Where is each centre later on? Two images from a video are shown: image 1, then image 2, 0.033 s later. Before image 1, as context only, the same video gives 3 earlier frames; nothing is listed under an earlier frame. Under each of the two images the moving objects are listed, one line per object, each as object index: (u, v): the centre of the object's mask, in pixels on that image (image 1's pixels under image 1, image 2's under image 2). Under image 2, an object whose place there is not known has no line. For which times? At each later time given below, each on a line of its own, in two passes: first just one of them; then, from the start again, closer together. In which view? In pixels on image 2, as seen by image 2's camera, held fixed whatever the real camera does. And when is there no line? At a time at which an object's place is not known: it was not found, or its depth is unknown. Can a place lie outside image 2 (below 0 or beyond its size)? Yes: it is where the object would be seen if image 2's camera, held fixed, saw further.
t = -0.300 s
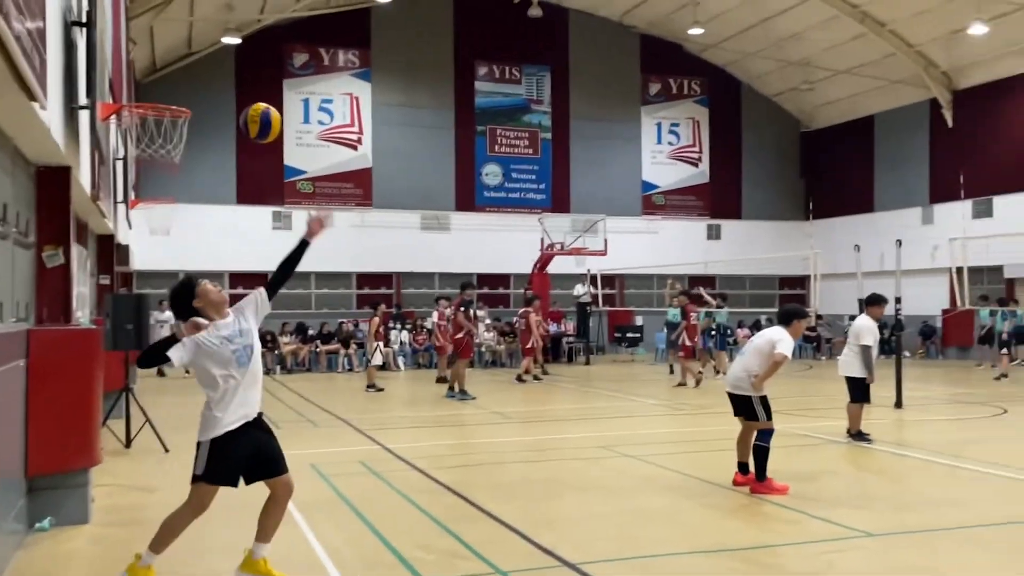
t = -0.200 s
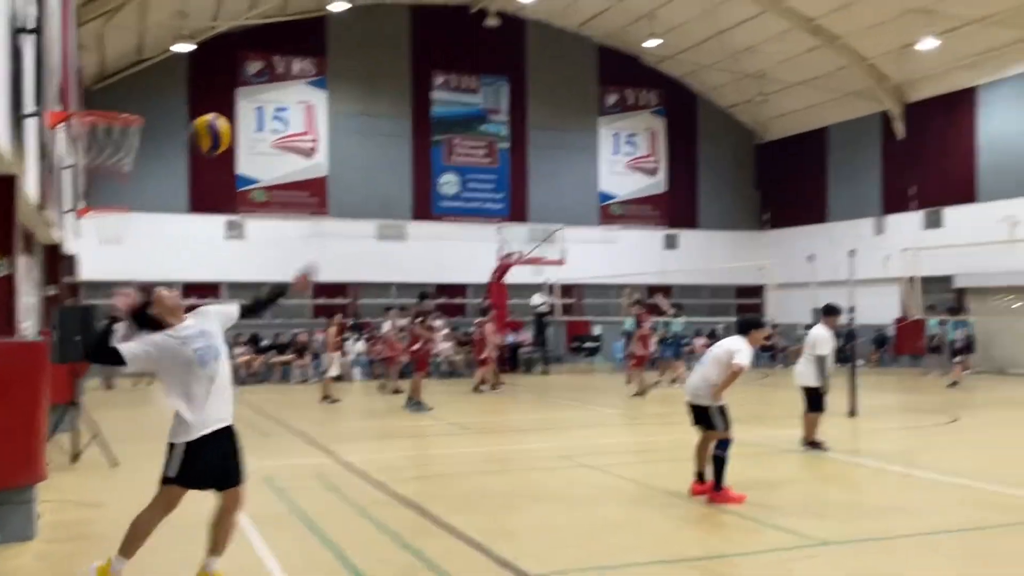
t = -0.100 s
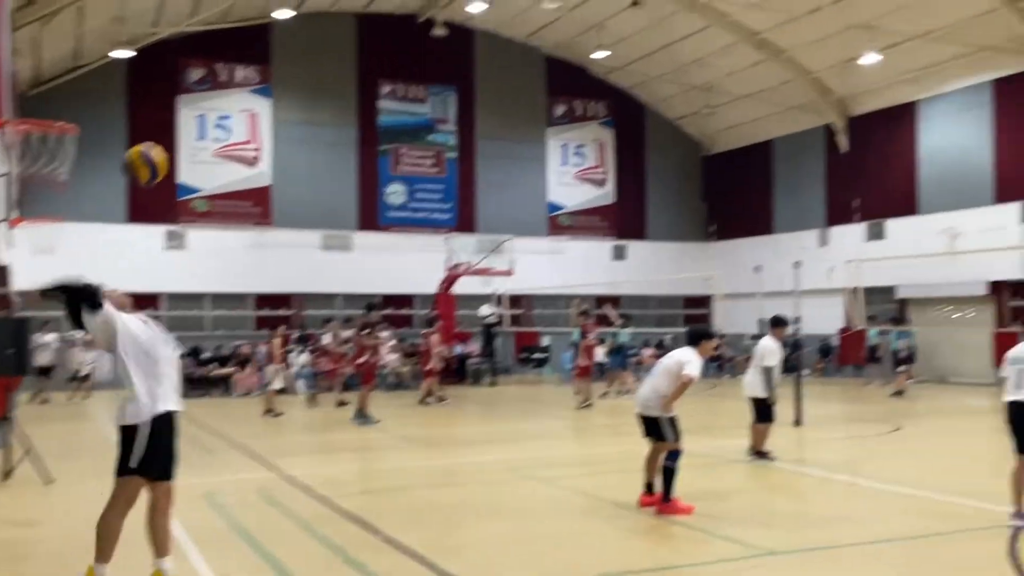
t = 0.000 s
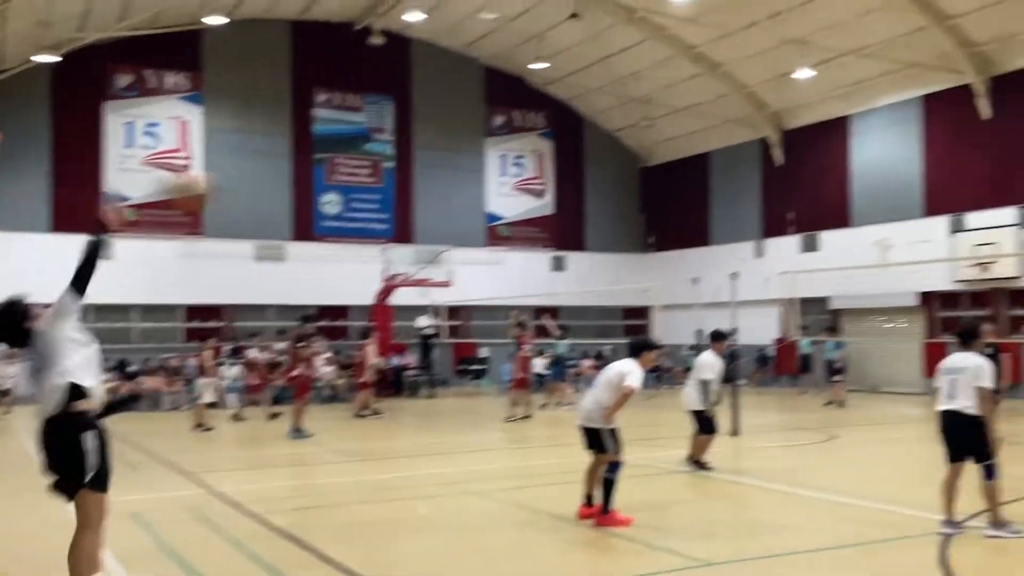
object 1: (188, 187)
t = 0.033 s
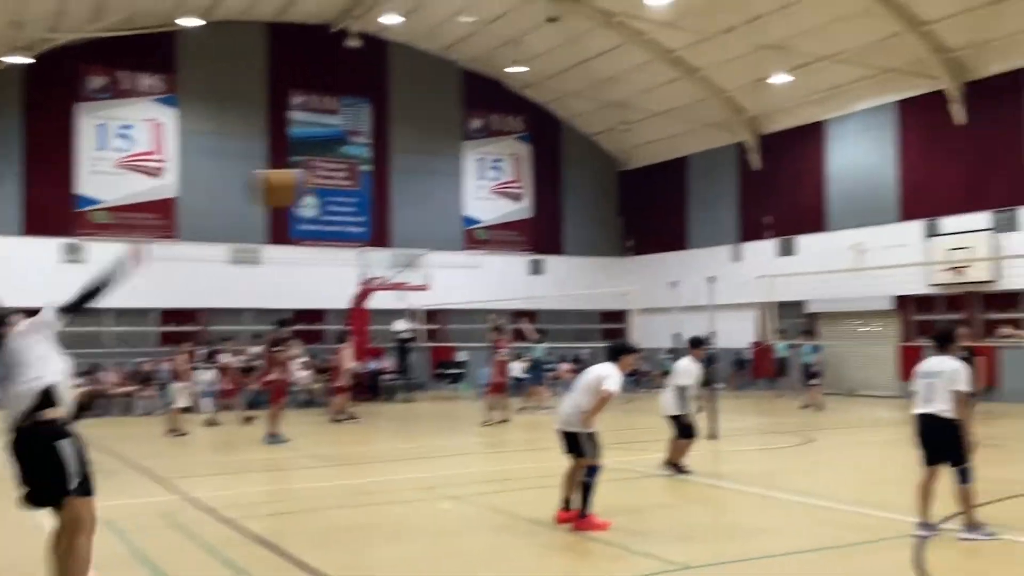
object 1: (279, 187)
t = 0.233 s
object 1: (826, 180)
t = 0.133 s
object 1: (582, 178)
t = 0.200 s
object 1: (751, 177)
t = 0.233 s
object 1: (826, 180)
